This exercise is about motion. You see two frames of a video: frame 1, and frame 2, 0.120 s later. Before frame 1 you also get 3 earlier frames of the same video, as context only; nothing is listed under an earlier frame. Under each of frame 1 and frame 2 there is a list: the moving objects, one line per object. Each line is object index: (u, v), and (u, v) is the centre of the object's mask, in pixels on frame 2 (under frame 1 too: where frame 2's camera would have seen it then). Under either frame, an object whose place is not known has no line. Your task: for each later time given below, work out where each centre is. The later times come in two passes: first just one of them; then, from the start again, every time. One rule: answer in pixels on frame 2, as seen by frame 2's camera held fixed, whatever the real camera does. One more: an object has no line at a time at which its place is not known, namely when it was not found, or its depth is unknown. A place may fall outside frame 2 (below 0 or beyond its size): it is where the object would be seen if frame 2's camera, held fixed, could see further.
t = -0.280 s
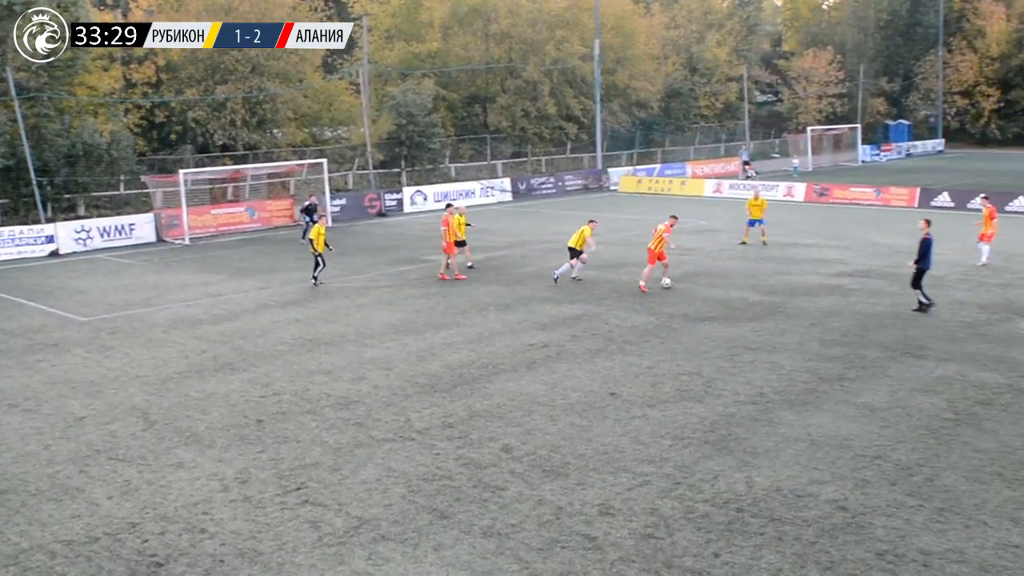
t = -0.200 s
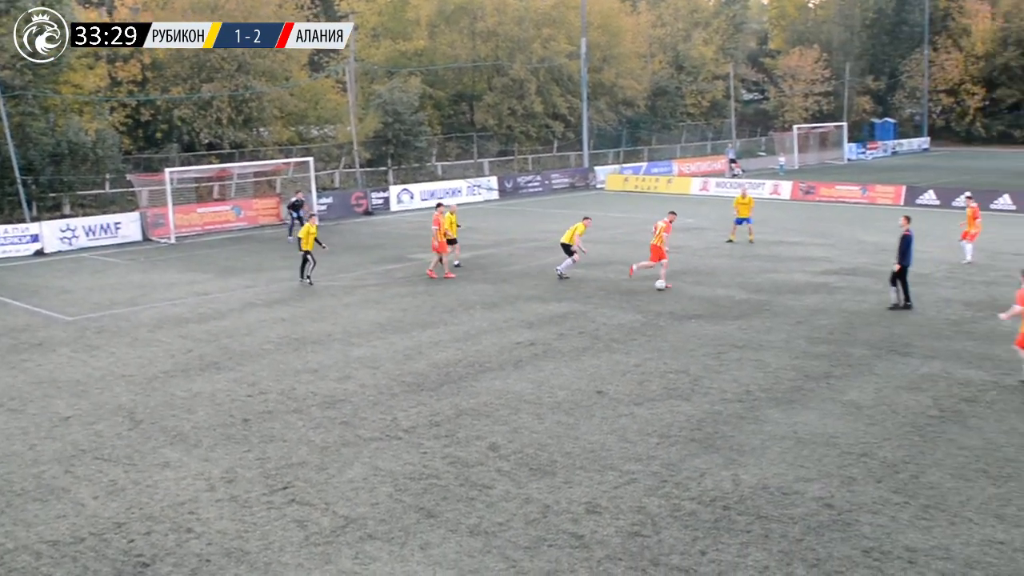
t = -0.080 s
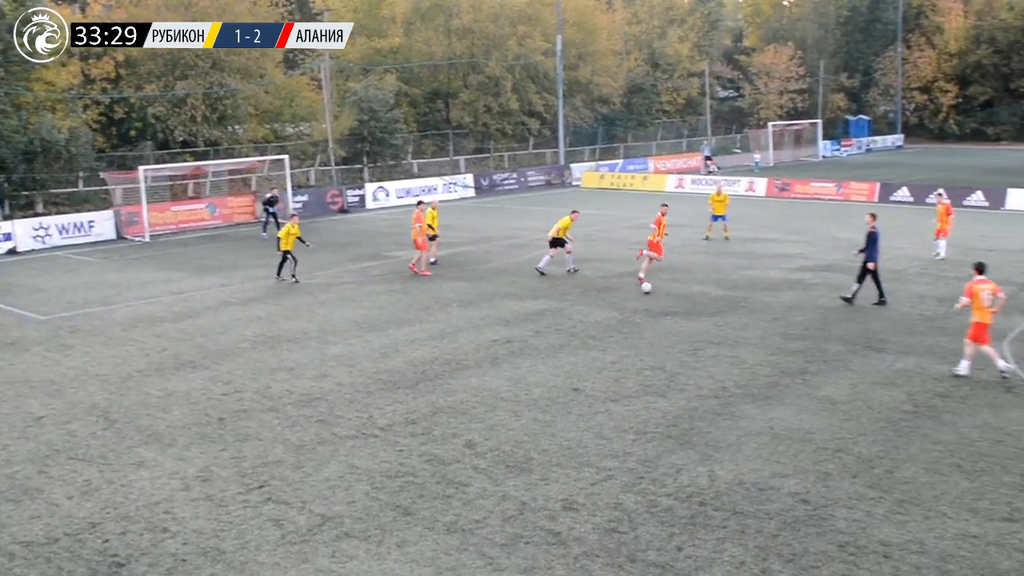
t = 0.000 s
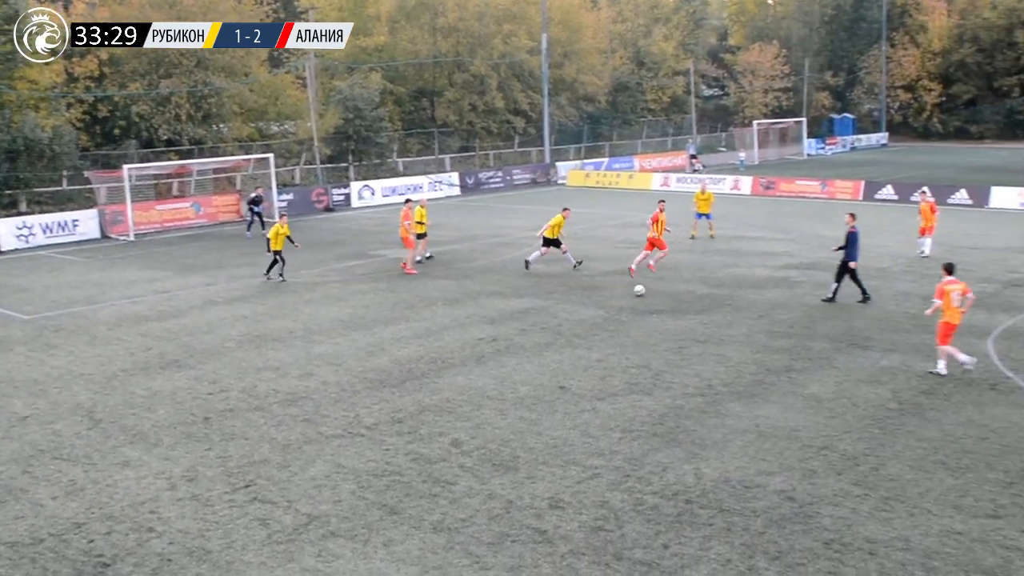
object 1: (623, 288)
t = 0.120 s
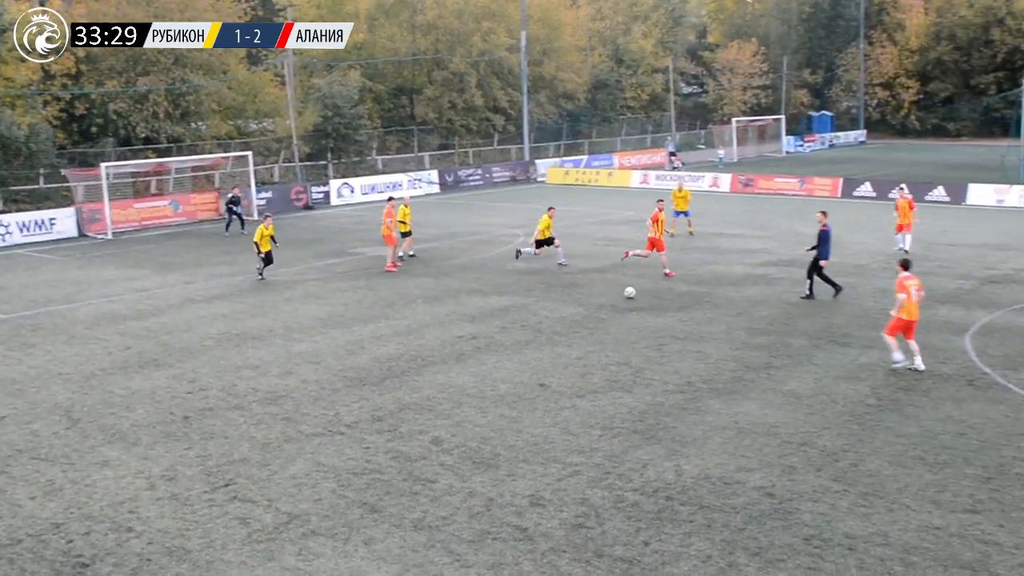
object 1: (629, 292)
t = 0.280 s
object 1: (640, 298)
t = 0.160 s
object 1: (632, 294)
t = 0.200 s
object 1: (634, 295)
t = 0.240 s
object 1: (638, 297)
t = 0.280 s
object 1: (640, 298)
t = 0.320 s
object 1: (643, 299)
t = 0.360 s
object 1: (647, 301)
